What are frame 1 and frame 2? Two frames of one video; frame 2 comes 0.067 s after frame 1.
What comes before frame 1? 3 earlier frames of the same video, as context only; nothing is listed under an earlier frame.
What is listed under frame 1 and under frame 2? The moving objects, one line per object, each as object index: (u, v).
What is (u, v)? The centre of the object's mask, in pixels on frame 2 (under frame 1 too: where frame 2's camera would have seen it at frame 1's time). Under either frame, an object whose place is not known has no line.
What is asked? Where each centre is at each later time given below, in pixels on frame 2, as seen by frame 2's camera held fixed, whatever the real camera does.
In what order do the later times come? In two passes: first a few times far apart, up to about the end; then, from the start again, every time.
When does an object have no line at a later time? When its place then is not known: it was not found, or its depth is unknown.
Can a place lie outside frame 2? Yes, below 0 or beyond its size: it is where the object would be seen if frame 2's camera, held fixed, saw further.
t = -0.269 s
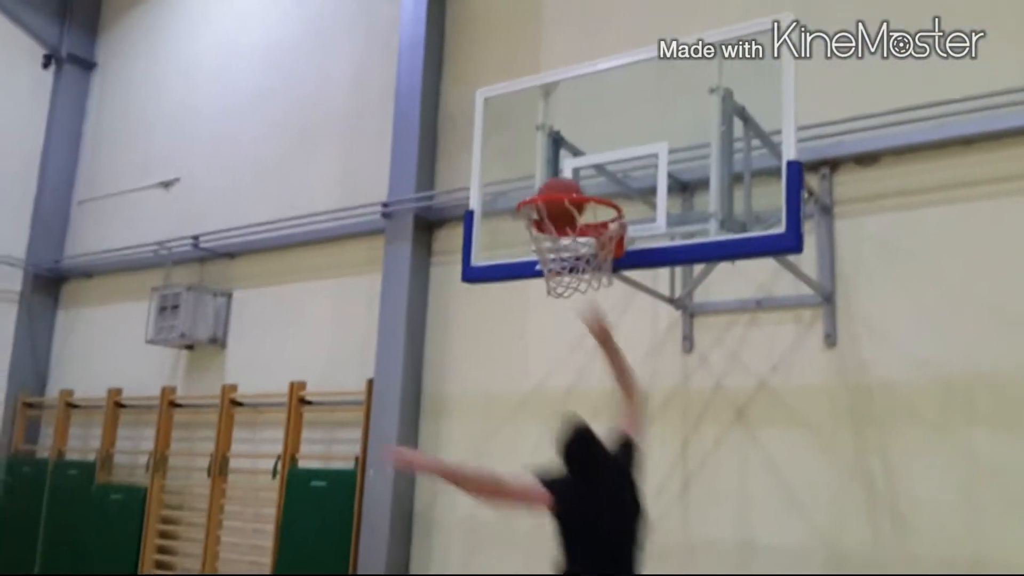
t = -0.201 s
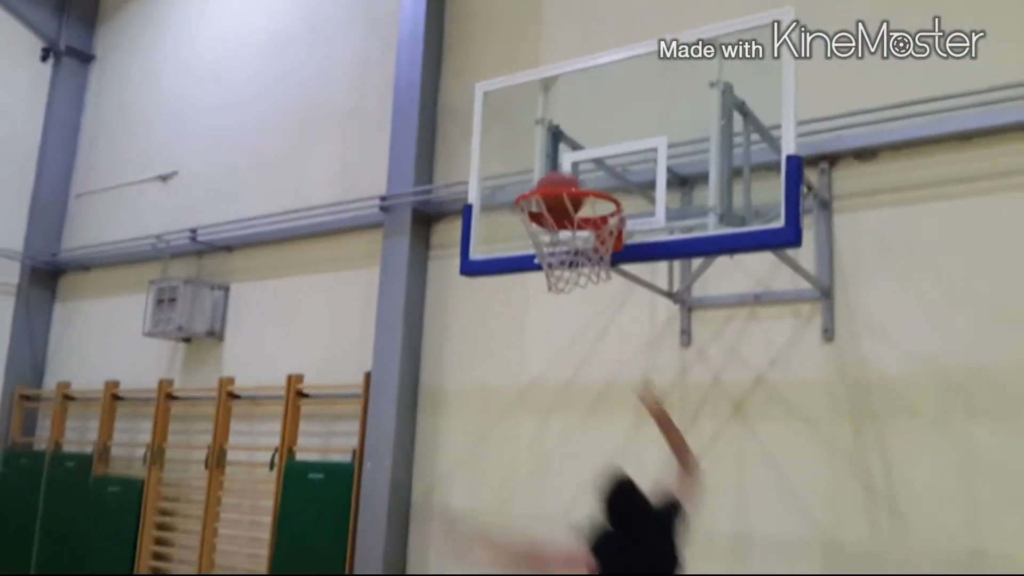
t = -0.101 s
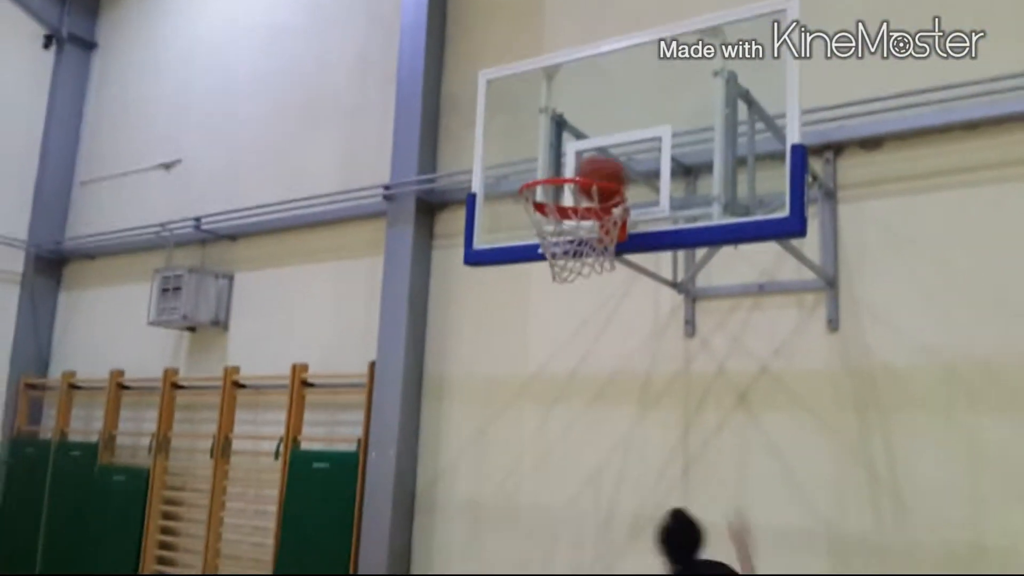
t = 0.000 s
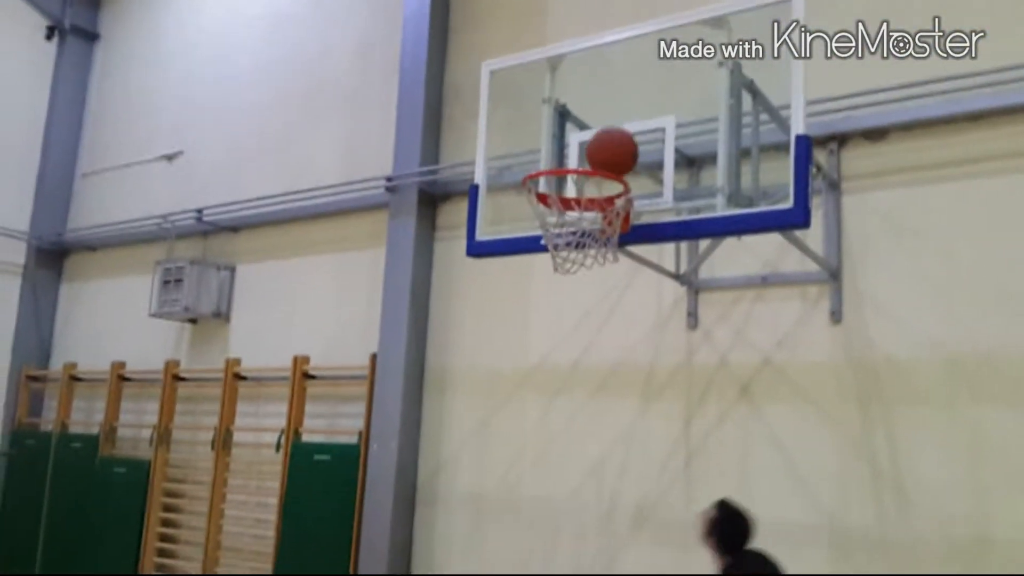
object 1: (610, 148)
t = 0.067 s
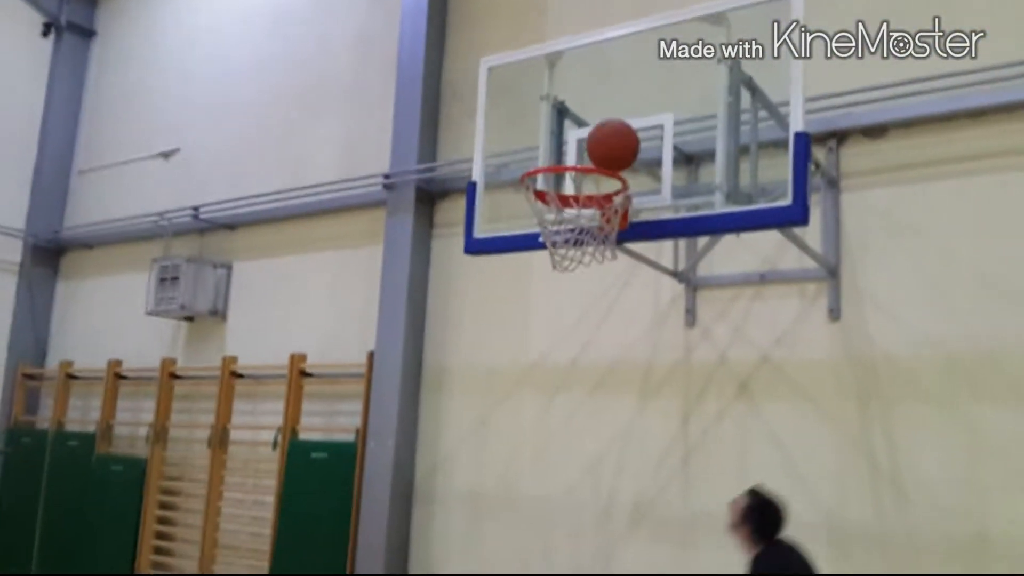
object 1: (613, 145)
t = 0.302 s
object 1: (609, 147)
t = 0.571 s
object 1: (572, 185)
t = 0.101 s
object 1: (614, 147)
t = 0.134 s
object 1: (615, 150)
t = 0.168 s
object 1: (616, 154)
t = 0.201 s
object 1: (615, 149)
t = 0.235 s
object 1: (613, 146)
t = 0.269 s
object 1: (610, 146)
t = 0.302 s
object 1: (609, 147)
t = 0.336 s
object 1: (606, 149)
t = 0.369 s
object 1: (605, 156)
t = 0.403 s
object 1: (601, 156)
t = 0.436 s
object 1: (595, 157)
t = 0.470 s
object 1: (588, 160)
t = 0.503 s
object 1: (580, 167)
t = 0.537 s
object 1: (574, 178)
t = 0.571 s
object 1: (572, 185)
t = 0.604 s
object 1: (559, 202)
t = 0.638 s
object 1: (556, 217)
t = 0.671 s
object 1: (552, 227)
